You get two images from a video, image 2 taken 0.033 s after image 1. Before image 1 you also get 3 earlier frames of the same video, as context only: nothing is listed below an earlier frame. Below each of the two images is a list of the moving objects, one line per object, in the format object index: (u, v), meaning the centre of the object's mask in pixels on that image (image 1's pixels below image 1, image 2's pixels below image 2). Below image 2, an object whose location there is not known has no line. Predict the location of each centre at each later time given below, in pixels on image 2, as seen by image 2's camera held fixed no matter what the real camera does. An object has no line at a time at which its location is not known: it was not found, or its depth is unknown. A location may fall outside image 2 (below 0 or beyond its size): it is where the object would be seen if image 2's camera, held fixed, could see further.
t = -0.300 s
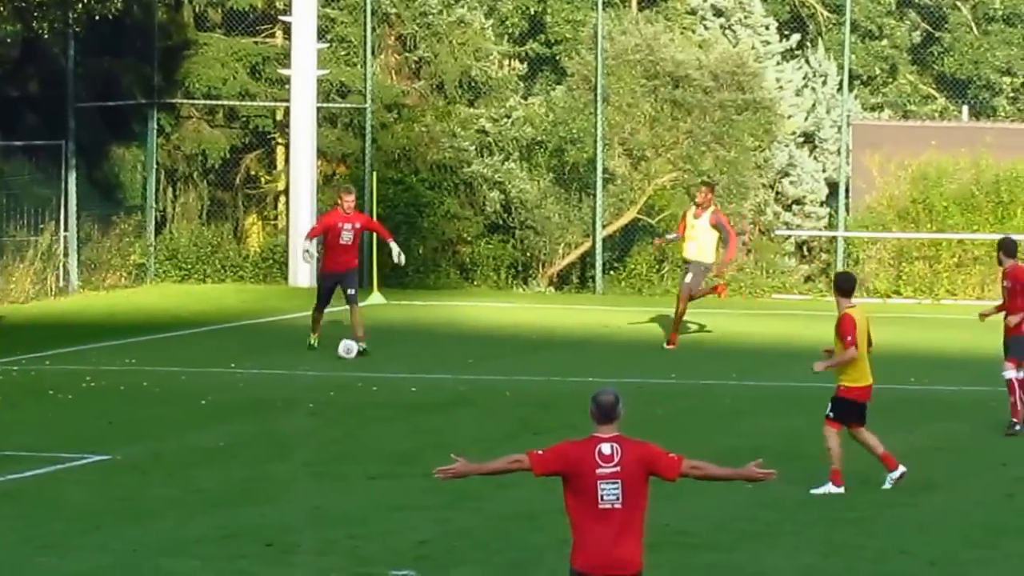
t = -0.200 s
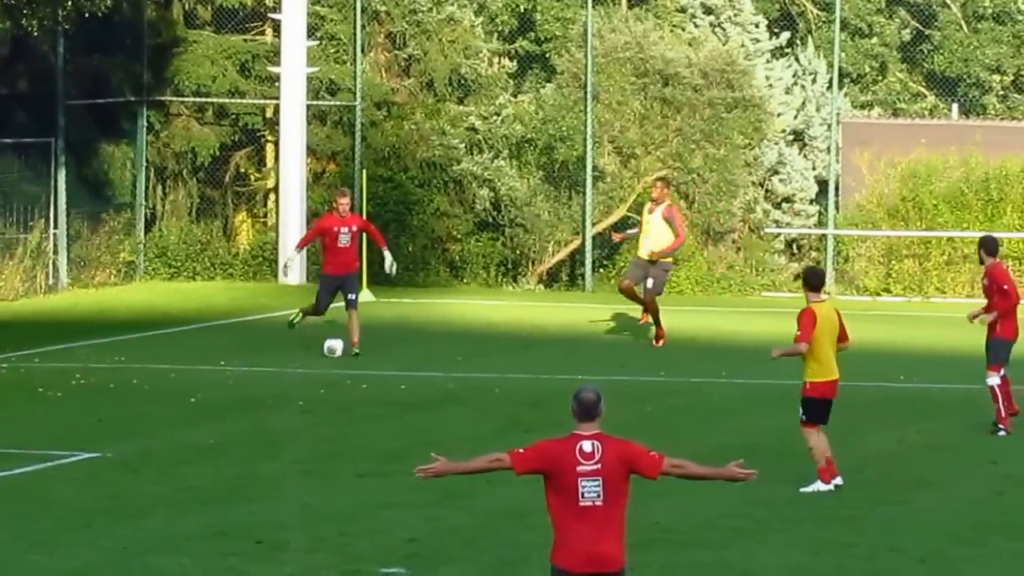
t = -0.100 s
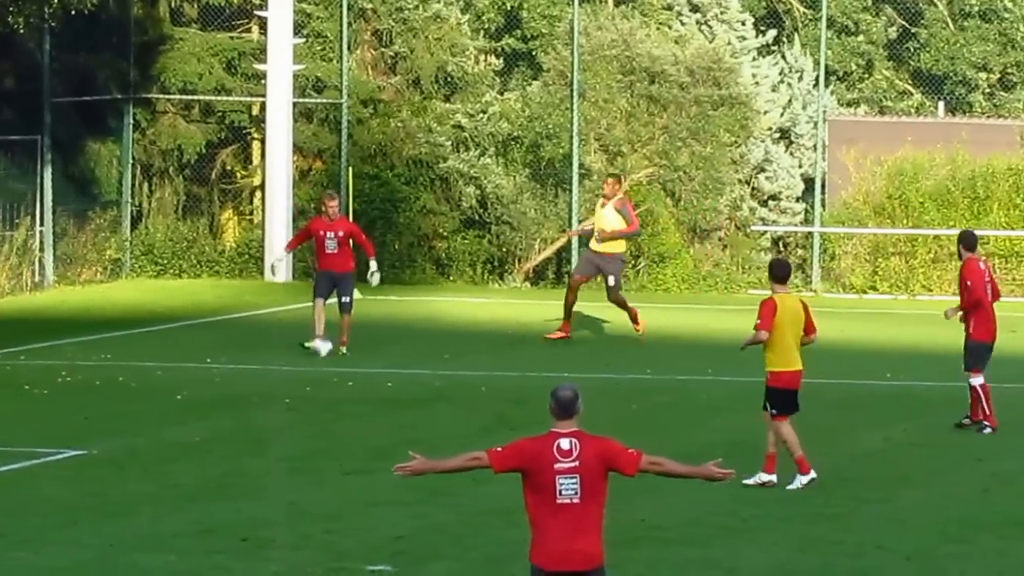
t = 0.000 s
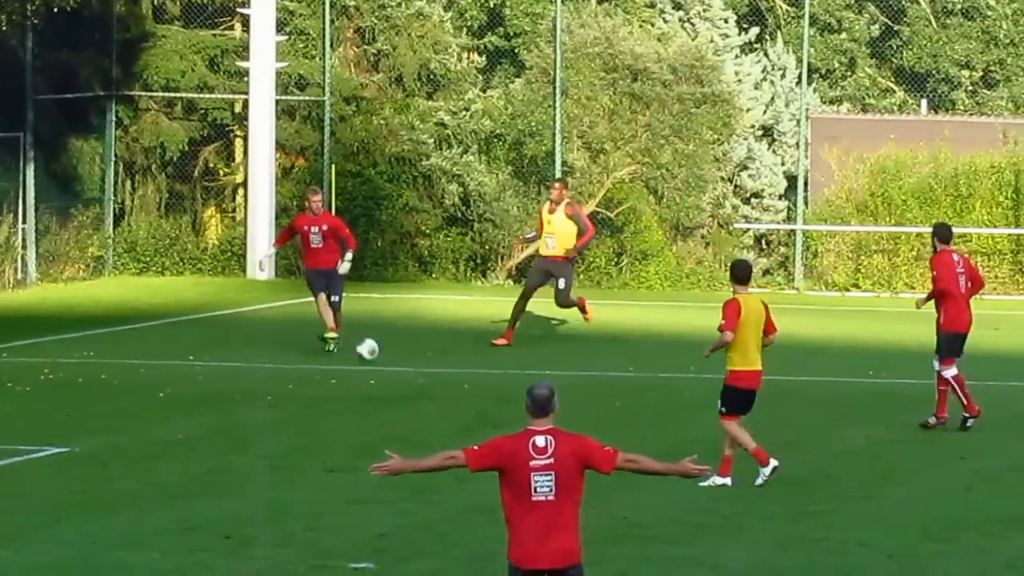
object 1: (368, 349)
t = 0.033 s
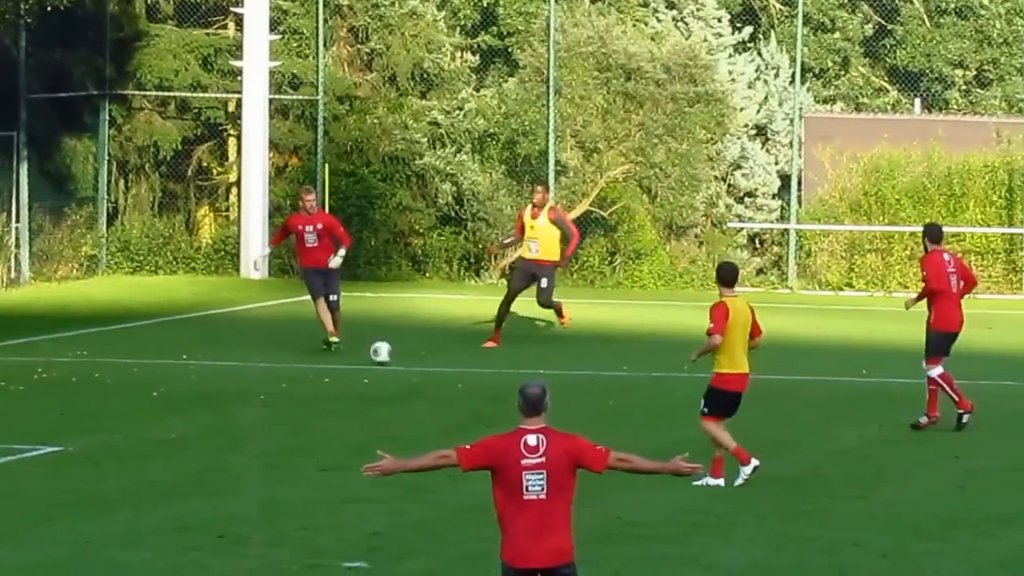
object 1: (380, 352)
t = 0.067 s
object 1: (401, 357)
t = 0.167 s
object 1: (457, 366)
